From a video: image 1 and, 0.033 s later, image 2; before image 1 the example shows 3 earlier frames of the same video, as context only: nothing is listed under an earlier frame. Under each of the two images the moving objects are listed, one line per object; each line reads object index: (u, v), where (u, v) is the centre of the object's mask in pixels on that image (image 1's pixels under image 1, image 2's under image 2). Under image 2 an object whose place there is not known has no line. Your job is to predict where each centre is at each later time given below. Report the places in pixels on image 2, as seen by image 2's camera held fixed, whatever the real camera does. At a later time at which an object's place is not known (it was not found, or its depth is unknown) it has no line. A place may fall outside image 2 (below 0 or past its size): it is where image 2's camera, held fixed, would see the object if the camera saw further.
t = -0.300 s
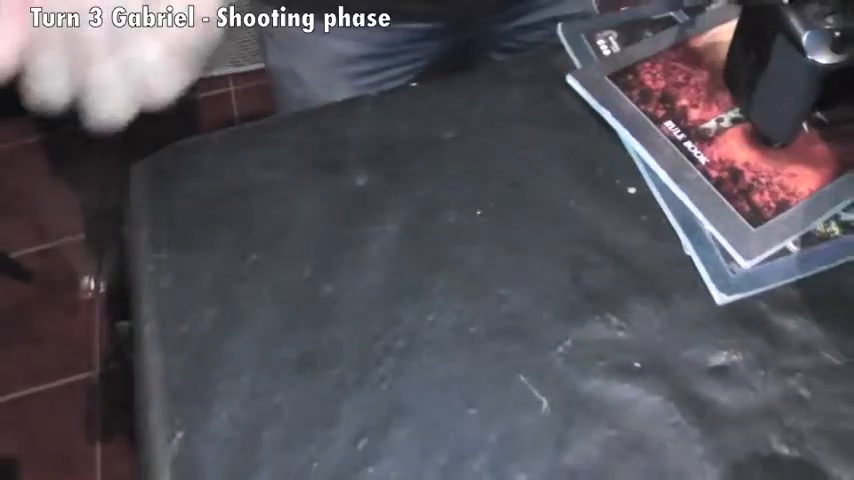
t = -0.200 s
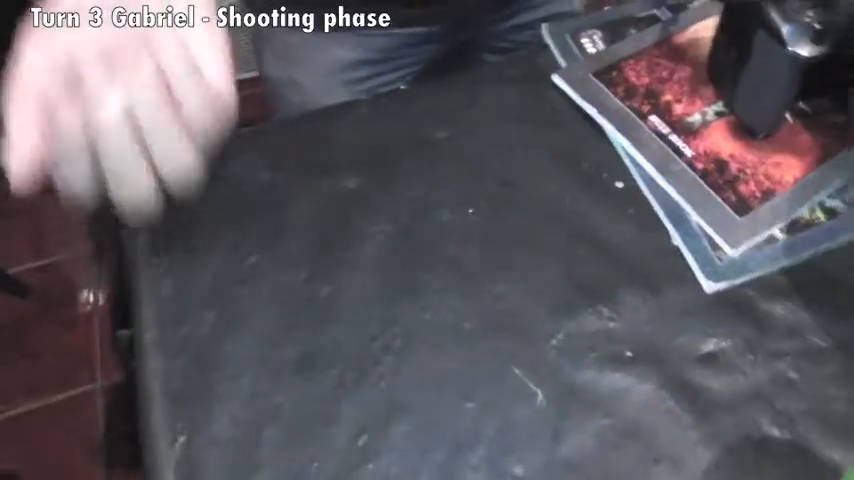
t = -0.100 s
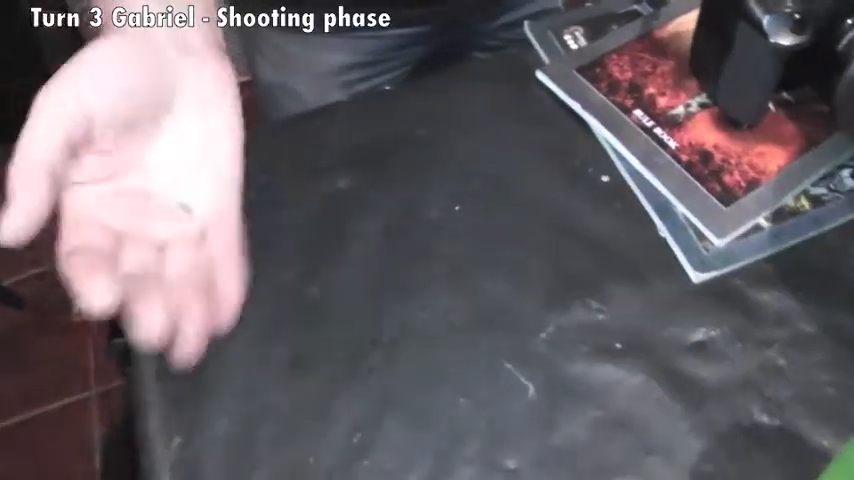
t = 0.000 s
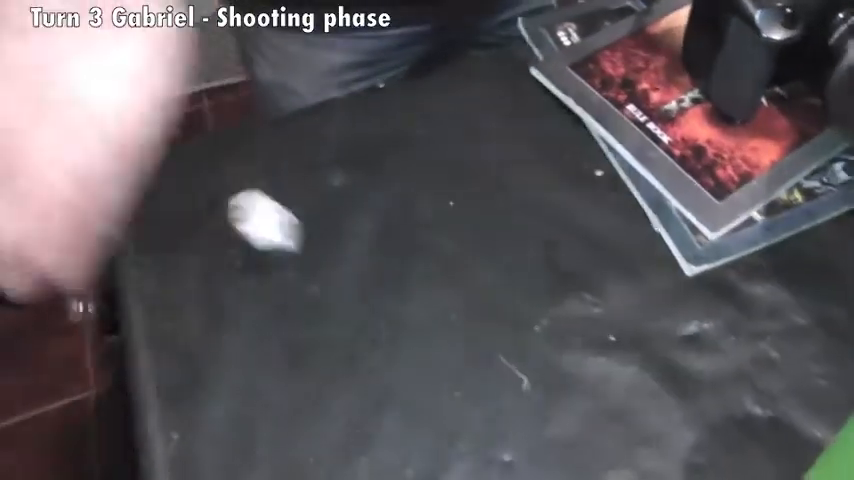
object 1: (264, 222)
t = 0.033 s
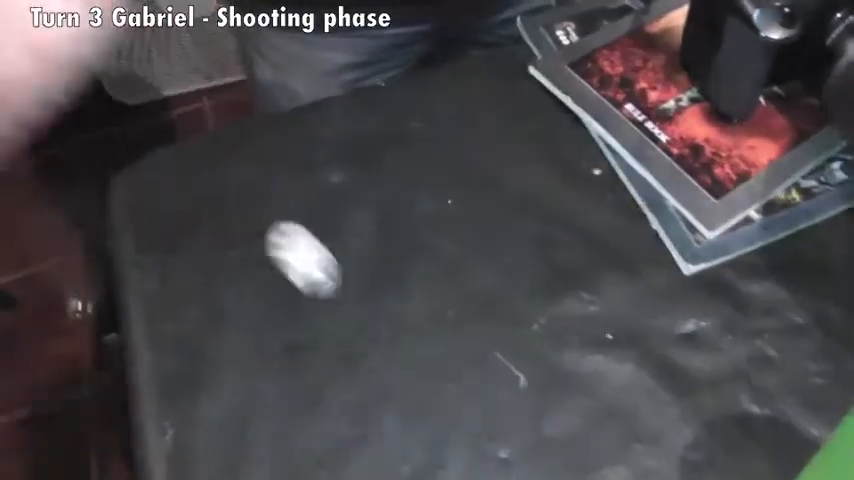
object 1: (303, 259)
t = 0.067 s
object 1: (343, 280)
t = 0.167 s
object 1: (447, 303)
